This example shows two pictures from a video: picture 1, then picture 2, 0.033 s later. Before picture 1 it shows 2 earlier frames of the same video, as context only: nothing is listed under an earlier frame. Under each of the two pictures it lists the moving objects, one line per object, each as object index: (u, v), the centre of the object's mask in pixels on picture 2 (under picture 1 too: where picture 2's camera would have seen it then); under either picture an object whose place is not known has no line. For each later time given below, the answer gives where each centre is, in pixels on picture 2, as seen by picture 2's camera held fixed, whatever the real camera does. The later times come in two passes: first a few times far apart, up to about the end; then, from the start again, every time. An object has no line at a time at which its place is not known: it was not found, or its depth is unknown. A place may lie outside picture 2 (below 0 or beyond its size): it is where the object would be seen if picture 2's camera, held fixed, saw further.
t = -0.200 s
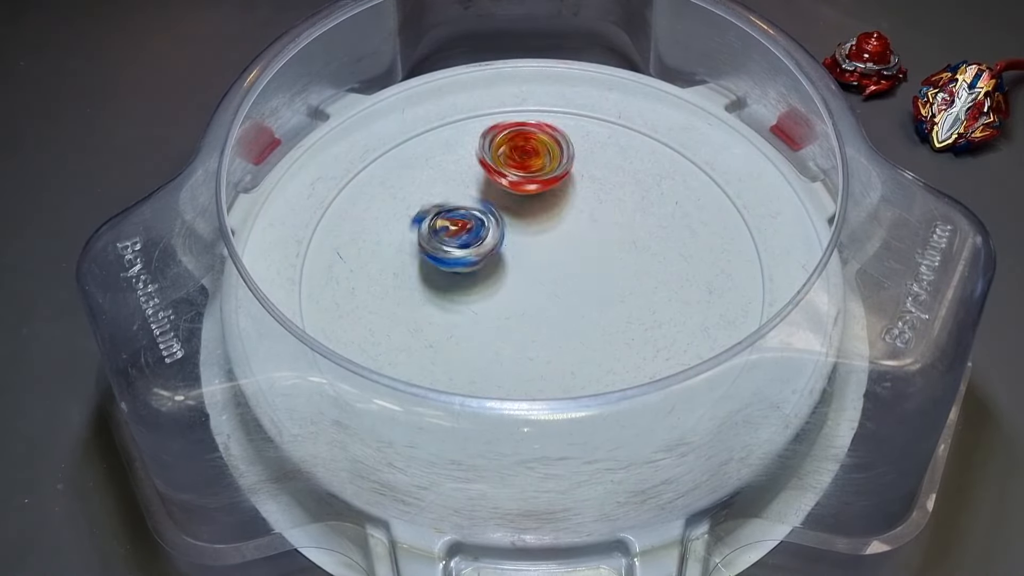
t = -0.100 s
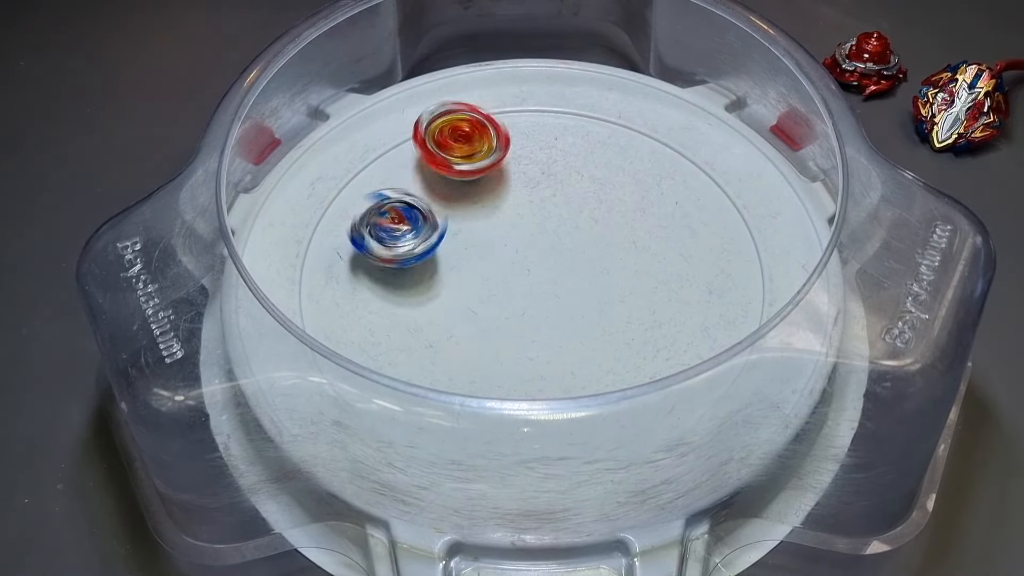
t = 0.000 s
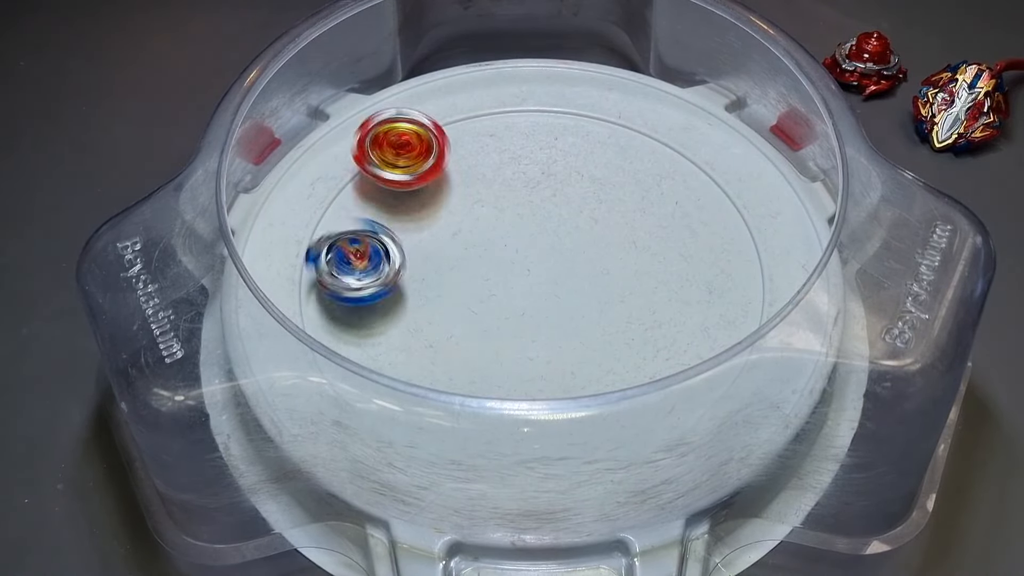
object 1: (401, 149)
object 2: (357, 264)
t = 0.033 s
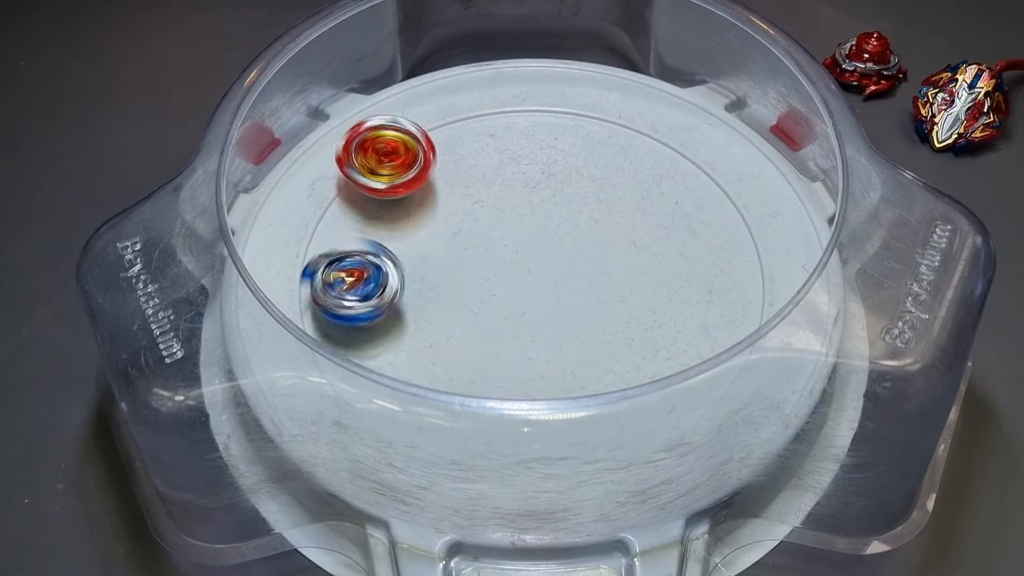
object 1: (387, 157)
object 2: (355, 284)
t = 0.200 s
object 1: (357, 225)
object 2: (491, 390)
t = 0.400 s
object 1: (440, 305)
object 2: (719, 245)
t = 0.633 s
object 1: (593, 280)
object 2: (541, 40)
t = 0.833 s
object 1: (643, 198)
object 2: (475, 175)
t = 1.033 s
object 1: (601, 149)
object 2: (676, 372)
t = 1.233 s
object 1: (528, 168)
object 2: (811, 328)
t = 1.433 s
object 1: (497, 234)
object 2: (779, 250)
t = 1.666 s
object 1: (539, 308)
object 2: (598, 236)
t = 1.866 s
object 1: (564, 370)
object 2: (473, 241)
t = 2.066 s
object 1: (621, 361)
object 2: (457, 352)
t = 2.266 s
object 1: (674, 305)
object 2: (567, 362)
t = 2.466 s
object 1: (658, 221)
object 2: (519, 244)
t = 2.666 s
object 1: (580, 170)
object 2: (369, 202)
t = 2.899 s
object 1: (468, 186)
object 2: (439, 322)
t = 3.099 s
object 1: (417, 249)
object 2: (637, 238)
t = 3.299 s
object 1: (443, 318)
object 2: (596, 98)
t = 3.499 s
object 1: (528, 340)
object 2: (445, 183)
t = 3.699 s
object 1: (660, 312)
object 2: (468, 326)
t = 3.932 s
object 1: (743, 205)
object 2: (505, 336)
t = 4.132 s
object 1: (657, 162)
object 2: (529, 263)
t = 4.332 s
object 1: (627, 170)
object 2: (426, 214)
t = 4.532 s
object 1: (667, 174)
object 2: (294, 221)
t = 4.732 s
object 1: (640, 189)
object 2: (309, 190)
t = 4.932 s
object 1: (597, 235)
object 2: (412, 192)
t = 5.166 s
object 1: (569, 337)
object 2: (528, 210)
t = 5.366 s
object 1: (581, 394)
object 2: (561, 270)
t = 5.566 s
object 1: (584, 414)
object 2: (499, 315)
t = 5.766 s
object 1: (552, 371)
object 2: (421, 277)
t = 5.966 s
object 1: (504, 328)
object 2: (412, 202)
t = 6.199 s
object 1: (437, 258)
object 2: (465, 168)
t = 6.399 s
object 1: (405, 213)
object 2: (548, 195)
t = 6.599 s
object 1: (409, 190)
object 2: (567, 256)
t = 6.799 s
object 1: (444, 184)
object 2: (506, 280)
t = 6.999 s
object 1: (501, 164)
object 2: (466, 269)
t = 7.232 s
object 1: (565, 161)
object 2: (474, 220)
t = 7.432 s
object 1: (611, 180)
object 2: (489, 210)
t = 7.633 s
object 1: (650, 214)
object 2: (525, 238)
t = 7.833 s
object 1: (664, 256)
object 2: (534, 272)
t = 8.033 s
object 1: (642, 299)
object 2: (511, 265)
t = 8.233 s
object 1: (592, 335)
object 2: (529, 251)
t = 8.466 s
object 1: (513, 351)
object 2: (576, 250)
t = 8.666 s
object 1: (453, 335)
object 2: (593, 246)
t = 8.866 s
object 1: (417, 302)
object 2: (567, 252)
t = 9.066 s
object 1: (411, 262)
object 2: (541, 245)
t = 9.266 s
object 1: (434, 224)
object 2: (536, 241)
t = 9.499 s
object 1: (472, 196)
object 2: (539, 234)
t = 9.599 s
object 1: (480, 182)
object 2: (542, 237)
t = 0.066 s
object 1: (375, 167)
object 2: (360, 309)
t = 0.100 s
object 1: (366, 179)
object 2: (378, 330)
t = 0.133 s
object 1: (360, 193)
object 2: (406, 360)
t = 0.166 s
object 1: (357, 208)
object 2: (443, 381)
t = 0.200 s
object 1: (357, 225)
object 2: (491, 390)
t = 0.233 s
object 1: (362, 242)
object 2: (542, 371)
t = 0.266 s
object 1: (371, 258)
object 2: (593, 363)
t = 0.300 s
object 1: (384, 273)
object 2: (640, 346)
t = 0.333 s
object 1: (400, 286)
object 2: (678, 318)
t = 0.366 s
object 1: (419, 297)
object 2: (703, 283)
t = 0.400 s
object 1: (440, 305)
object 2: (719, 245)
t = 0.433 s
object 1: (463, 310)
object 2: (724, 204)
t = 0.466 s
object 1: (486, 312)
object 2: (718, 166)
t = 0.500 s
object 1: (509, 311)
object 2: (694, 130)
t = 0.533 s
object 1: (532, 307)
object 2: (657, 107)
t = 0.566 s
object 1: (554, 300)
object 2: (620, 81)
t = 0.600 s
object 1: (574, 291)
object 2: (583, 57)
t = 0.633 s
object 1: (593, 280)
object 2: (541, 40)
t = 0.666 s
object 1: (609, 268)
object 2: (497, 40)
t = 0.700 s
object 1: (621, 255)
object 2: (454, 41)
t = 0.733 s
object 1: (634, 241)
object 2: (442, 59)
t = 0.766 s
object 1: (640, 226)
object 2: (452, 91)
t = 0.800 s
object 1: (643, 211)
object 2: (462, 132)
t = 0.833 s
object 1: (643, 198)
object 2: (475, 175)
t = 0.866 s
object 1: (641, 186)
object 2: (494, 220)
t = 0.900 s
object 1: (637, 176)
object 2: (520, 261)
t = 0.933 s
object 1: (631, 166)
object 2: (554, 298)
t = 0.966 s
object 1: (622, 159)
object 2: (593, 330)
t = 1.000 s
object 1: (612, 153)
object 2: (631, 349)
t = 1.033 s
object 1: (601, 149)
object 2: (676, 372)
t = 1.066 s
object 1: (588, 146)
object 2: (716, 376)
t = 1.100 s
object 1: (575, 146)
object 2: (740, 367)
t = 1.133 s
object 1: (562, 150)
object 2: (762, 362)
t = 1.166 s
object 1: (550, 154)
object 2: (782, 355)
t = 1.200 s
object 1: (538, 161)
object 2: (799, 343)
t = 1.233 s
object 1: (528, 168)
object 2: (811, 328)
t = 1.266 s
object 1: (519, 177)
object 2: (814, 315)
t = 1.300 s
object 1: (512, 187)
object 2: (811, 302)
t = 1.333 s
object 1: (506, 198)
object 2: (804, 277)
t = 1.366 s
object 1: (501, 210)
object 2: (785, 263)
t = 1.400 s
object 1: (498, 221)
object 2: (782, 255)
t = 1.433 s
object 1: (497, 234)
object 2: (779, 250)
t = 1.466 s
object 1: (498, 246)
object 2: (773, 244)
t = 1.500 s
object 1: (502, 258)
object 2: (756, 238)
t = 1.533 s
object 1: (507, 270)
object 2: (735, 236)
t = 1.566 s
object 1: (513, 280)
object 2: (707, 233)
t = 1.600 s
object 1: (520, 290)
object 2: (674, 230)
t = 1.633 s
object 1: (528, 300)
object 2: (637, 231)
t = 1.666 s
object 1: (539, 308)
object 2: (598, 236)
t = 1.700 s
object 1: (536, 328)
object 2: (576, 229)
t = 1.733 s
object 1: (533, 346)
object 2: (555, 223)
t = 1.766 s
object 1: (533, 358)
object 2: (533, 221)
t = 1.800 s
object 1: (540, 365)
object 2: (512, 224)
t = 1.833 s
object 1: (553, 368)
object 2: (492, 230)
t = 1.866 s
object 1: (564, 370)
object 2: (473, 241)
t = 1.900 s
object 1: (579, 372)
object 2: (457, 254)
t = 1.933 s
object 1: (593, 370)
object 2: (444, 271)
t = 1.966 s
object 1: (599, 368)
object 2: (437, 292)
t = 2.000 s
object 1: (608, 368)
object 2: (435, 313)
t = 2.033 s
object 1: (617, 363)
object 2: (442, 334)
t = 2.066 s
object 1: (621, 361)
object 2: (457, 352)
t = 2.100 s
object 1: (627, 357)
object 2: (480, 363)
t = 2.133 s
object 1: (627, 352)
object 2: (508, 370)
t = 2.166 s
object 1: (641, 346)
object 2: (526, 370)
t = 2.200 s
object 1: (653, 335)
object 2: (542, 371)
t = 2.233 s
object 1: (661, 325)
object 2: (558, 366)
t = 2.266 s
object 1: (674, 305)
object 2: (567, 362)
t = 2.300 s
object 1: (676, 290)
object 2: (575, 350)
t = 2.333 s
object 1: (676, 274)
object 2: (578, 332)
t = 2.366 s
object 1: (668, 262)
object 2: (575, 309)
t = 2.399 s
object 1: (668, 246)
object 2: (561, 287)
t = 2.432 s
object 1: (662, 234)
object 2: (541, 265)
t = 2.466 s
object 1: (658, 221)
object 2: (519, 244)
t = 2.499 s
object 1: (649, 210)
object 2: (493, 225)
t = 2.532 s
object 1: (639, 198)
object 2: (466, 211)
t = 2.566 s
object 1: (625, 190)
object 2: (438, 200)
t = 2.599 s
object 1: (612, 181)
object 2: (412, 194)
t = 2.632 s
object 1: (597, 176)
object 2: (389, 195)
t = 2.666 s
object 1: (580, 170)
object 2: (369, 202)
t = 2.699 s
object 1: (562, 169)
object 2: (351, 213)
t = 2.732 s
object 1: (545, 168)
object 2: (341, 229)
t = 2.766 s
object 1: (530, 169)
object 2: (339, 249)
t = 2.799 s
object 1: (511, 170)
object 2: (349, 270)
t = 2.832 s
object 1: (496, 175)
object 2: (370, 292)
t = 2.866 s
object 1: (481, 180)
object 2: (400, 310)
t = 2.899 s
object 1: (468, 186)
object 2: (439, 322)
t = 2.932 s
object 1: (452, 194)
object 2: (481, 325)
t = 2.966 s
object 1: (442, 203)
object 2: (522, 319)
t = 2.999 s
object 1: (433, 214)
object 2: (560, 307)
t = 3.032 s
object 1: (426, 224)
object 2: (593, 289)
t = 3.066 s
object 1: (419, 237)
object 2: (619, 265)
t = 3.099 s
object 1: (417, 249)
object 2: (637, 238)
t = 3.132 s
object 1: (419, 262)
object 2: (648, 211)
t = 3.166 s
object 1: (417, 273)
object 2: (653, 181)
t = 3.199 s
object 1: (422, 286)
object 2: (649, 154)
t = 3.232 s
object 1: (428, 298)
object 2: (637, 131)
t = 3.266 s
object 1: (434, 307)
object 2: (620, 111)
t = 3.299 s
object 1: (443, 318)
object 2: (596, 98)
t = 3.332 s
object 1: (455, 326)
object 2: (566, 100)
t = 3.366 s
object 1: (470, 332)
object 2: (535, 105)
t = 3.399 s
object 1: (482, 338)
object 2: (508, 115)
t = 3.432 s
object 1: (498, 341)
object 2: (482, 132)
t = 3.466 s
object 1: (515, 341)
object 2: (461, 154)
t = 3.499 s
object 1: (528, 340)
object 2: (445, 183)
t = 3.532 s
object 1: (545, 338)
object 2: (439, 213)
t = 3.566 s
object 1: (560, 334)
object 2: (440, 243)
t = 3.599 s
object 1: (571, 329)
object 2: (451, 273)
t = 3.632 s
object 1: (585, 322)
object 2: (471, 301)
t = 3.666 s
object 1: (617, 318)
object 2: (477, 318)
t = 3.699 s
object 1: (660, 312)
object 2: (468, 326)
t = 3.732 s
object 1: (692, 301)
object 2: (464, 335)
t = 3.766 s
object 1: (717, 287)
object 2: (465, 341)
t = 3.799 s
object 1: (732, 270)
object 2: (469, 345)
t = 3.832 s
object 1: (742, 253)
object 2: (476, 347)
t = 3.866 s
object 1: (749, 236)
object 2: (485, 347)
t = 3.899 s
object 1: (752, 219)
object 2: (495, 342)
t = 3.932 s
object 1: (743, 205)
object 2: (505, 336)
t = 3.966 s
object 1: (729, 194)
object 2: (514, 327)
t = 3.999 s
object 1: (714, 184)
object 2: (521, 315)
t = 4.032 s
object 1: (700, 176)
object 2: (526, 302)
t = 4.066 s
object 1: (685, 168)
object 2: (529, 289)
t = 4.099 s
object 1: (672, 164)
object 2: (530, 276)
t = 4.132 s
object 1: (657, 162)
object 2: (529, 263)
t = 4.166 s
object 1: (641, 162)
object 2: (525, 248)
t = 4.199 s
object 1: (625, 163)
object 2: (520, 237)
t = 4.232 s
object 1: (609, 165)
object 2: (513, 227)
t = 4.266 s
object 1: (594, 171)
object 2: (506, 219)
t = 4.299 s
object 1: (595, 172)
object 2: (480, 216)
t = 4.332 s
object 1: (627, 170)
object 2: (426, 214)
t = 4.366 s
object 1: (649, 169)
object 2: (379, 216)
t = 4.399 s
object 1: (663, 170)
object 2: (342, 215)
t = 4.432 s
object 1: (668, 171)
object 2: (315, 217)
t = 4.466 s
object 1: (670, 173)
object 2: (302, 222)
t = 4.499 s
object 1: (667, 173)
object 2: (297, 218)
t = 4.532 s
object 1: (667, 174)
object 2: (294, 221)
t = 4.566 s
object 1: (664, 173)
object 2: (293, 216)
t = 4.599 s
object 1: (662, 174)
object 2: (293, 215)
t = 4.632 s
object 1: (656, 176)
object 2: (295, 209)
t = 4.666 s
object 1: (653, 179)
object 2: (298, 205)
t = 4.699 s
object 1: (645, 184)
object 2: (303, 197)
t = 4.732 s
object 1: (640, 189)
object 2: (309, 190)
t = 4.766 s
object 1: (633, 196)
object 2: (319, 185)
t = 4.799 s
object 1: (627, 202)
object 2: (332, 182)
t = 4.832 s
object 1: (620, 211)
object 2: (348, 187)
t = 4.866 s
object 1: (613, 218)
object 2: (368, 188)
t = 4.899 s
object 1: (606, 226)
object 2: (389, 190)
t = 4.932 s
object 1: (597, 235)
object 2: (412, 192)
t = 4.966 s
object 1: (591, 244)
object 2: (434, 198)
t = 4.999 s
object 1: (582, 255)
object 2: (453, 203)
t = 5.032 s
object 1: (577, 264)
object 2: (475, 208)
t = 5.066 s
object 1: (569, 275)
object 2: (493, 217)
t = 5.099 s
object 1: (569, 294)
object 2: (504, 220)
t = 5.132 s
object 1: (568, 319)
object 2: (517, 210)
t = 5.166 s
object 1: (569, 337)
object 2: (528, 210)
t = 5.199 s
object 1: (569, 351)
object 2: (539, 209)
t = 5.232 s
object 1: (570, 360)
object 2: (549, 217)
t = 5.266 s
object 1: (574, 366)
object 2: (555, 228)
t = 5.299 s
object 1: (579, 370)
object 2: (561, 242)
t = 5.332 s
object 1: (581, 388)
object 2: (562, 257)
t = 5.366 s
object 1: (581, 394)
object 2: (561, 270)
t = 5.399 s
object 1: (583, 396)
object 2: (557, 283)
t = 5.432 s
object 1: (588, 414)
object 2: (550, 293)
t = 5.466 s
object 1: (589, 412)
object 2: (542, 301)
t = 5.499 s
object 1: (588, 414)
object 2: (529, 308)
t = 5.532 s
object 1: (585, 415)
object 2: (515, 313)
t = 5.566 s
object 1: (584, 414)
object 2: (499, 315)
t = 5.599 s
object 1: (580, 414)
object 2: (482, 314)
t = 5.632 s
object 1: (574, 397)
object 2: (468, 312)
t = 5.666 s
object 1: (571, 398)
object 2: (453, 306)
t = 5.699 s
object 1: (569, 392)
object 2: (440, 298)
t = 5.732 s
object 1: (562, 381)
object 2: (431, 288)
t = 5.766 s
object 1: (552, 371)
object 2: (421, 277)
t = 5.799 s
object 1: (548, 368)
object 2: (415, 264)
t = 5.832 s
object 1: (541, 362)
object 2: (410, 253)
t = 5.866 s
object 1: (531, 356)
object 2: (408, 240)
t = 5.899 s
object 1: (524, 349)
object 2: (408, 227)
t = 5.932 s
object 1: (516, 339)
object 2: (409, 215)
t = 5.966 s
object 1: (504, 328)
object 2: (412, 202)
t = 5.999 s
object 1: (495, 319)
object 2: (417, 191)
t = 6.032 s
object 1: (486, 309)
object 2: (421, 183)
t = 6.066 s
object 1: (474, 297)
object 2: (429, 175)
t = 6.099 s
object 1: (464, 288)
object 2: (435, 171)
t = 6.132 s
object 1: (455, 278)
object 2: (444, 168)
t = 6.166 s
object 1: (446, 267)
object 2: (455, 167)
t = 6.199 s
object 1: (437, 258)
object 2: (465, 168)
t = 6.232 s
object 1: (430, 250)
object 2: (478, 170)
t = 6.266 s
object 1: (424, 240)
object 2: (495, 173)
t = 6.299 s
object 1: (416, 233)
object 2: (511, 177)
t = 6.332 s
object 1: (412, 226)
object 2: (524, 182)
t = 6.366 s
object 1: (409, 219)
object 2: (536, 187)
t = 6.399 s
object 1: (405, 213)
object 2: (548, 195)
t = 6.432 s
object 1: (404, 208)
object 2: (557, 204)
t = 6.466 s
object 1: (403, 202)
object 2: (564, 213)
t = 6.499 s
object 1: (402, 198)
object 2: (568, 225)
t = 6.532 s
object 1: (404, 195)
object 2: (570, 235)
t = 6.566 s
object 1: (406, 192)
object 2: (570, 245)
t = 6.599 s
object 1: (409, 190)
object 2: (567, 256)
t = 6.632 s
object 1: (413, 187)
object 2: (561, 265)
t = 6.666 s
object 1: (417, 185)
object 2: (554, 273)
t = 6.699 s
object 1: (422, 185)
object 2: (543, 279)
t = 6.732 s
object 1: (429, 183)
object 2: (531, 282)
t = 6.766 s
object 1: (435, 183)
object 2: (519, 282)
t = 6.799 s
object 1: (444, 184)
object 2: (506, 280)
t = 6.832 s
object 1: (452, 183)
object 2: (496, 276)
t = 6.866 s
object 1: (460, 184)
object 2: (487, 270)
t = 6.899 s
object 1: (472, 174)
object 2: (478, 275)
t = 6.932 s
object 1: (482, 167)
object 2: (475, 275)
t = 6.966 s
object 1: (493, 165)
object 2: (471, 274)
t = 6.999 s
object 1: (501, 164)
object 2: (466, 269)
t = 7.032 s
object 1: (510, 161)
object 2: (467, 263)
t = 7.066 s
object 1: (519, 159)
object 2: (470, 254)
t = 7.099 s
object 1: (529, 159)
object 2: (470, 246)
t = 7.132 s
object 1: (536, 160)
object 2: (470, 237)
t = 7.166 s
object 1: (545, 159)
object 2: (471, 230)
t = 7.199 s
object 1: (554, 158)
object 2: (472, 224)
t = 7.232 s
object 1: (565, 161)
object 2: (474, 220)
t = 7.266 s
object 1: (572, 162)
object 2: (474, 215)
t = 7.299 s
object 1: (581, 165)
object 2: (478, 212)
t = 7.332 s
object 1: (590, 167)
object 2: (480, 210)
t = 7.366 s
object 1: (598, 172)
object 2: (483, 210)
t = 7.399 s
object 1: (604, 176)
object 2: (486, 210)
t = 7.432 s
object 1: (611, 180)
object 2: (489, 210)
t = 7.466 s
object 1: (618, 184)
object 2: (494, 213)
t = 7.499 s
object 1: (626, 191)
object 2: (501, 217)
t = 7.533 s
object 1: (631, 197)
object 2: (505, 221)
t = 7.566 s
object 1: (637, 202)
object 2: (510, 224)
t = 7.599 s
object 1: (643, 207)
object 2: (516, 229)
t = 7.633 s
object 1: (650, 214)
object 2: (525, 238)
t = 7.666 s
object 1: (653, 221)
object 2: (532, 244)
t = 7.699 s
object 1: (657, 228)
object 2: (536, 250)
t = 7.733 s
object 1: (659, 234)
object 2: (538, 256)
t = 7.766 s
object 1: (664, 241)
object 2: (538, 262)
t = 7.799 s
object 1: (663, 249)
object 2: (537, 268)
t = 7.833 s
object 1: (664, 256)
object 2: (534, 272)
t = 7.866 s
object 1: (662, 263)
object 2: (530, 276)
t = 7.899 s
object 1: (662, 269)
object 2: (525, 278)
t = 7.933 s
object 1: (658, 279)
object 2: (521, 274)
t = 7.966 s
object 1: (653, 286)
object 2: (517, 271)
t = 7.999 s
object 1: (647, 294)
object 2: (513, 269)
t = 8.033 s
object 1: (642, 299)
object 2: (511, 265)
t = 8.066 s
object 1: (637, 307)
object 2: (512, 261)
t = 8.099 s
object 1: (628, 313)
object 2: (516, 257)
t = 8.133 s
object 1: (620, 320)
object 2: (519, 255)
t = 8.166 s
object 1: (610, 326)
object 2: (522, 255)
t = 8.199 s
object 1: (604, 329)
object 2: (526, 252)
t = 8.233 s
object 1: (592, 335)
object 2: (529, 251)
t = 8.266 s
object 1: (581, 338)
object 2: (533, 250)
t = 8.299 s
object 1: (570, 343)
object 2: (539, 251)
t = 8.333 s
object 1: (558, 345)
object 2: (546, 250)
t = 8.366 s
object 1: (550, 348)
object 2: (553, 250)
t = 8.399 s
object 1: (536, 350)
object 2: (561, 250)
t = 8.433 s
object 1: (525, 349)
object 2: (568, 249)
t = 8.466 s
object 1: (513, 351)
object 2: (576, 250)
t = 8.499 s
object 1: (502, 349)
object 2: (584, 249)
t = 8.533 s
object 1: (495, 348)
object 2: (590, 247)
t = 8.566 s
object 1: (482, 347)
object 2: (594, 246)
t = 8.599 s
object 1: (472, 342)
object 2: (596, 244)
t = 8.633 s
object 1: (462, 340)
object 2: (596, 244)
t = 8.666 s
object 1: (453, 335)
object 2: (593, 246)
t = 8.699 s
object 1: (449, 331)
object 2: (590, 247)
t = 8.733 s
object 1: (439, 327)
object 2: (586, 248)
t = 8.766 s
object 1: (431, 319)
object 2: (581, 251)
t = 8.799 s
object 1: (425, 315)
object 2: (575, 252)
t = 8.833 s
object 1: (419, 309)
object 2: (571, 252)
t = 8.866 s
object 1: (417, 302)
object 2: (567, 252)
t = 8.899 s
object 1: (414, 298)
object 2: (562, 251)
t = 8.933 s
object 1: (410, 290)
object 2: (556, 251)
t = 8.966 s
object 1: (409, 283)
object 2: (549, 249)
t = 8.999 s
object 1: (407, 276)
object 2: (545, 247)
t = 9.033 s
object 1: (407, 269)
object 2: (543, 246)
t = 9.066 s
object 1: (411, 262)
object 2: (541, 245)
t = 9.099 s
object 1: (412, 257)
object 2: (540, 244)
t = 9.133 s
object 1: (413, 249)
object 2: (539, 243)
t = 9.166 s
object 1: (418, 242)
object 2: (538, 242)
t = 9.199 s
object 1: (420, 236)
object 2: (537, 242)
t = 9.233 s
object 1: (426, 229)
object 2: (537, 241)
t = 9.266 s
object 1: (434, 224)
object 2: (536, 241)
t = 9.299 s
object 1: (439, 219)
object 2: (535, 240)
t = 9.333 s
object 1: (444, 211)
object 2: (534, 240)
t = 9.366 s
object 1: (450, 207)
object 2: (535, 238)
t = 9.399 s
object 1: (456, 204)
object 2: (535, 237)
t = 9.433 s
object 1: (463, 201)
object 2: (536, 236)
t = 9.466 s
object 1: (469, 199)
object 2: (538, 235)
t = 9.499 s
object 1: (472, 196)
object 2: (539, 234)
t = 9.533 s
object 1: (473, 192)
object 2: (541, 235)
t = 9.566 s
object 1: (476, 186)
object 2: (543, 236)
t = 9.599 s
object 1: (480, 182)
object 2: (542, 237)
